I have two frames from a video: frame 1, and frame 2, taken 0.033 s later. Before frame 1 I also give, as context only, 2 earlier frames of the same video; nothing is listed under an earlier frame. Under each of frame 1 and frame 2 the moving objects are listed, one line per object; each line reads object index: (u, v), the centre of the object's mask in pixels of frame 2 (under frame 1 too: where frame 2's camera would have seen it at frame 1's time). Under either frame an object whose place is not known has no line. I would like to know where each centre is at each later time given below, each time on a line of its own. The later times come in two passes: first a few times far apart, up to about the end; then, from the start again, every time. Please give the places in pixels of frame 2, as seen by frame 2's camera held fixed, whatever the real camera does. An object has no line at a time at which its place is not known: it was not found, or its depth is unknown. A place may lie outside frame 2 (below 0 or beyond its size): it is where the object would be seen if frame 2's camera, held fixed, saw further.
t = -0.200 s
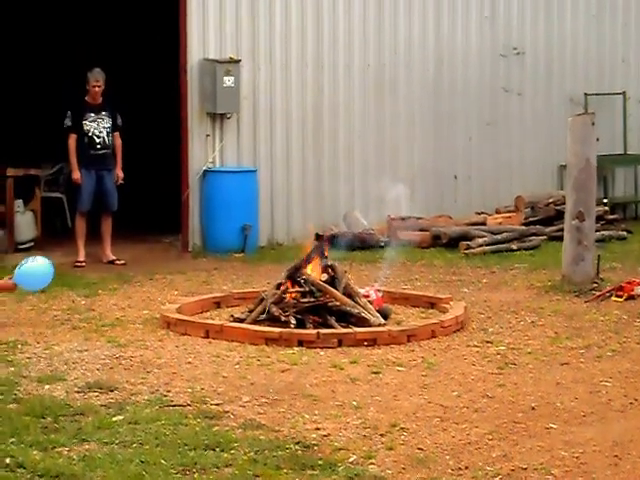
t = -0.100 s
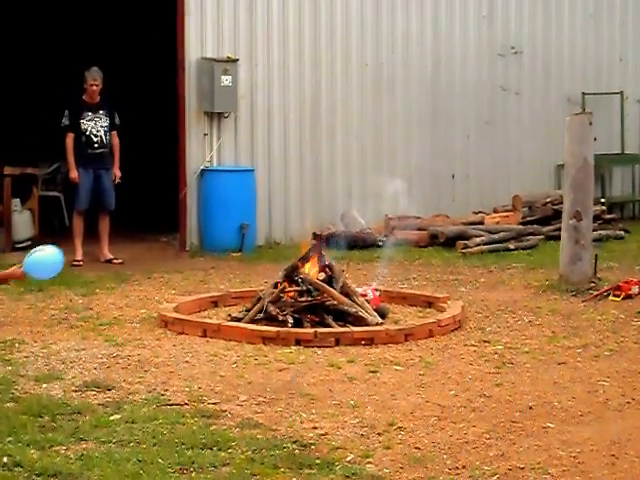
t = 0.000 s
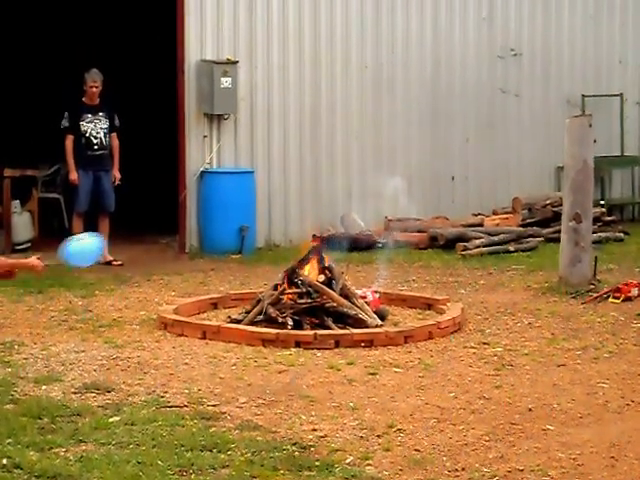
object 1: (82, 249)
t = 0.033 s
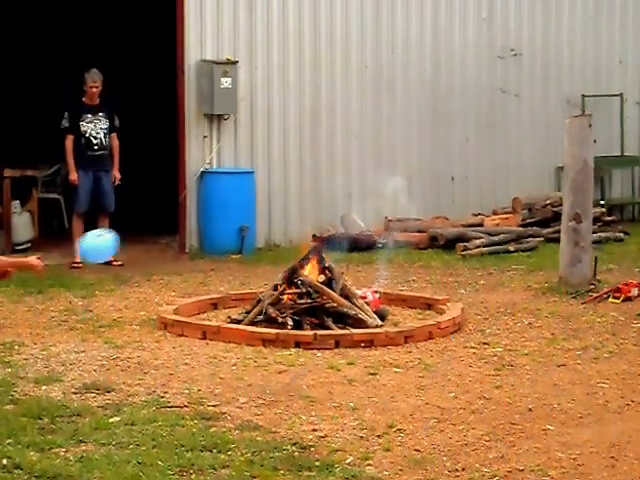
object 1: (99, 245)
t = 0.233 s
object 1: (169, 237)
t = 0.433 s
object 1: (225, 249)
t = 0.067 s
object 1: (111, 242)
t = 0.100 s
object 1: (125, 240)
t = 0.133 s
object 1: (136, 238)
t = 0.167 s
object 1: (148, 237)
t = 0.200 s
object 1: (159, 237)
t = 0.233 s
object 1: (169, 237)
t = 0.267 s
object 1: (180, 238)
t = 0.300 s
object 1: (190, 240)
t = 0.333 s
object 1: (199, 241)
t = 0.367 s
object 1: (209, 243)
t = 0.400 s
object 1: (217, 246)
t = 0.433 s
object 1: (225, 249)
